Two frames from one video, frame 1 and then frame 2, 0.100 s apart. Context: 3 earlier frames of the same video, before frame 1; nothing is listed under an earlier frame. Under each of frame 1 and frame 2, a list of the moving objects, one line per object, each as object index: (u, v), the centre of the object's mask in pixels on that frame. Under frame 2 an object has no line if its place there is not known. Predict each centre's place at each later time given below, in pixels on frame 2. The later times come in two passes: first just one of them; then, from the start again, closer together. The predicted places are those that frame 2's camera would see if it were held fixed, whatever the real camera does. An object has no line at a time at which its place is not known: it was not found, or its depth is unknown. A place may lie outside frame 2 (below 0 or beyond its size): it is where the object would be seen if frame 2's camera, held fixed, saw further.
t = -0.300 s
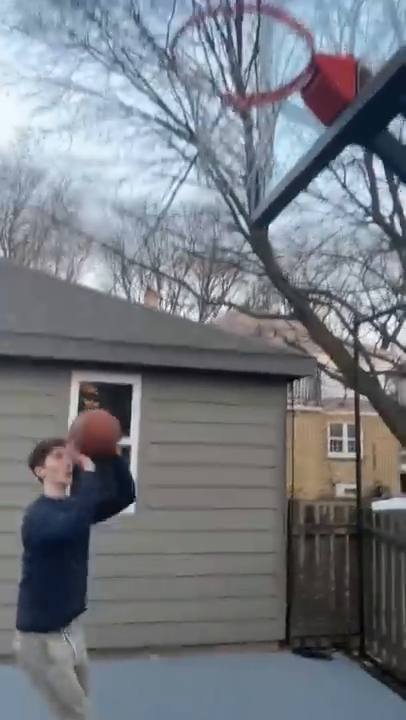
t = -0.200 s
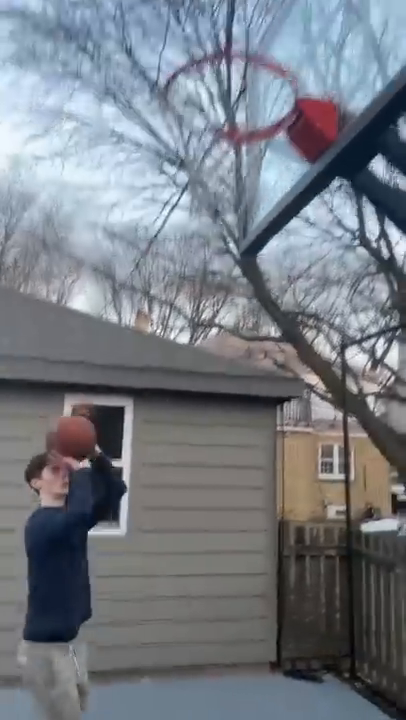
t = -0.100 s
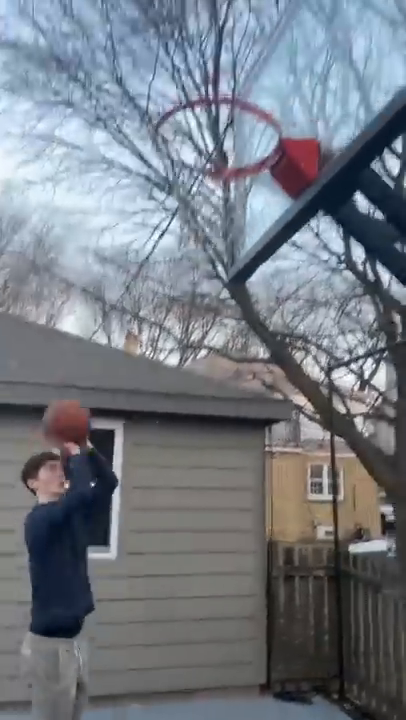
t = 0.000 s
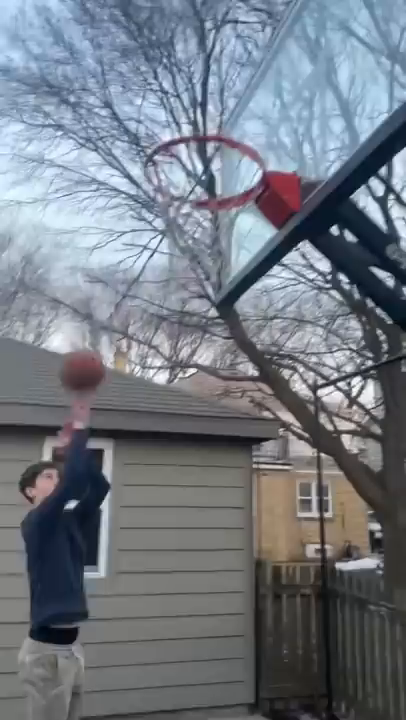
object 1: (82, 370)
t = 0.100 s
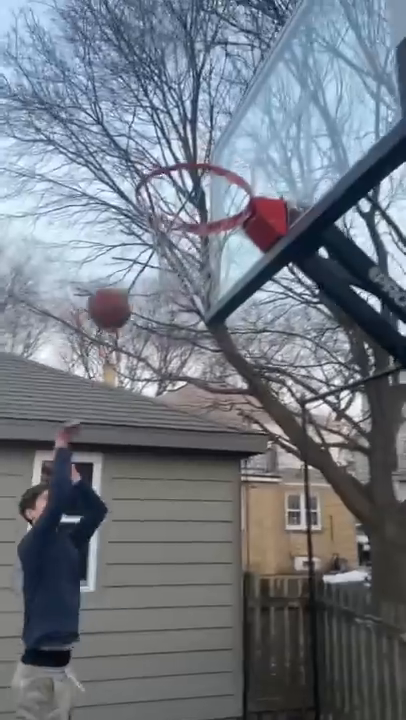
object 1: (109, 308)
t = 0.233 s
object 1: (156, 234)
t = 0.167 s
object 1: (131, 268)
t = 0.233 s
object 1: (156, 234)
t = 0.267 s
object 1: (167, 222)
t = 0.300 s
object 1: (178, 208)
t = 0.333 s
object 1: (191, 199)
